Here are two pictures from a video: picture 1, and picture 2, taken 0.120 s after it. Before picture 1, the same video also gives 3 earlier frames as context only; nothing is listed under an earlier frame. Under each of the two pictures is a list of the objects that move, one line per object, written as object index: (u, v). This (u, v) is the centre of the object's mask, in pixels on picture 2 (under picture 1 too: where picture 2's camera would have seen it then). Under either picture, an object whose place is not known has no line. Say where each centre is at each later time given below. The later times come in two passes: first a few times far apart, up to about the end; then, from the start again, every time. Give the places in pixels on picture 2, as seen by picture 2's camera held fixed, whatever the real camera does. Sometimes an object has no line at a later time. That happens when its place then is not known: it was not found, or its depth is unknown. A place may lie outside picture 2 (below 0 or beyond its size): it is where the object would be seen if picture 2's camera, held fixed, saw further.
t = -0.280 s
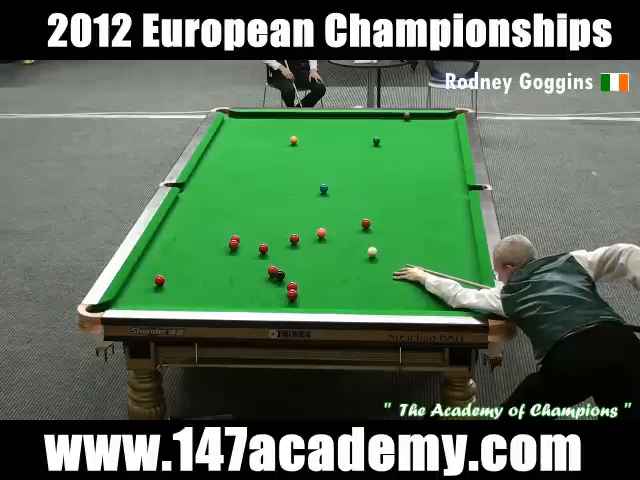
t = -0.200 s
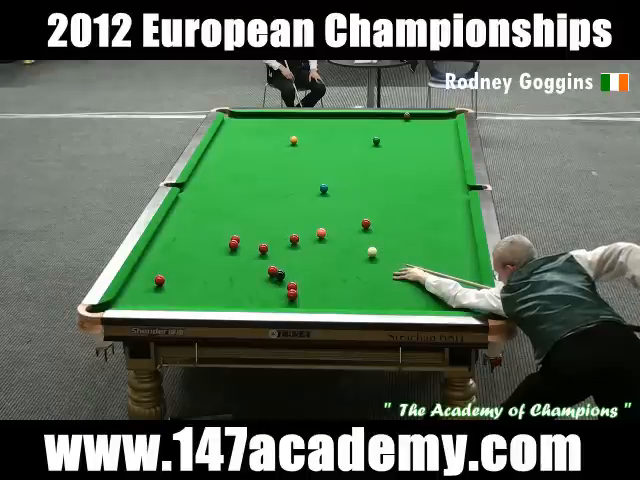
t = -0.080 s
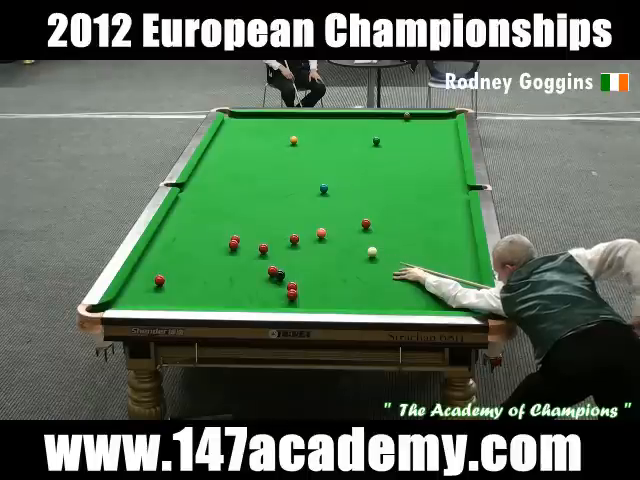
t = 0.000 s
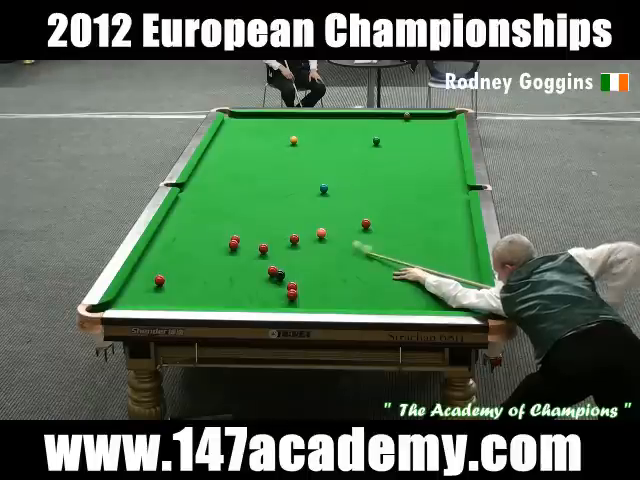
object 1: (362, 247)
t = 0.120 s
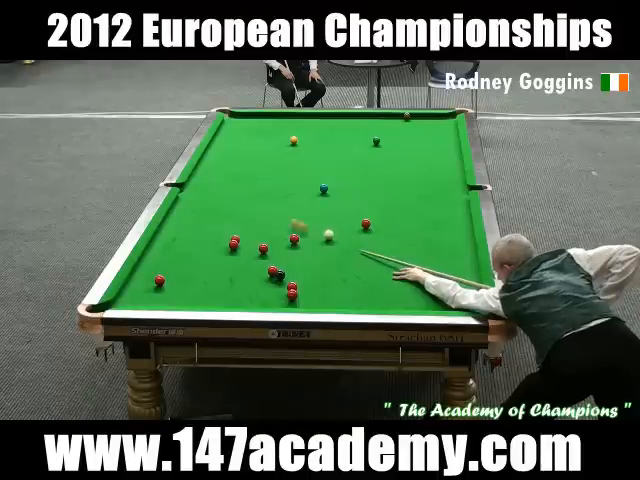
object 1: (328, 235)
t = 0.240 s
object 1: (332, 234)
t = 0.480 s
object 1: (350, 238)
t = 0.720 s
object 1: (368, 242)
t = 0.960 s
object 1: (386, 246)
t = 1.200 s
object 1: (403, 250)
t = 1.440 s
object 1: (420, 254)
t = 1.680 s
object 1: (436, 257)
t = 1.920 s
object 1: (452, 261)
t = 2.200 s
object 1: (470, 265)
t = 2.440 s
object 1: (467, 267)
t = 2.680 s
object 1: (459, 269)
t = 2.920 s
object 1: (451, 271)
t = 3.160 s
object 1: (444, 272)
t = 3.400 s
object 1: (438, 273)
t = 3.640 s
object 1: (433, 274)
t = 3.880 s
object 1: (429, 276)
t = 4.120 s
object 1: (425, 276)
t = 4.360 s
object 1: (423, 277)
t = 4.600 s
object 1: (421, 278)
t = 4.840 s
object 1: (421, 278)
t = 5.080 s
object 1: (421, 278)
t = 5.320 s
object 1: (421, 278)
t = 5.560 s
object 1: (421, 278)
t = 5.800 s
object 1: (421, 278)
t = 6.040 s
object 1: (421, 278)
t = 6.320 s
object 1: (421, 278)
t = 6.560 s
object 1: (421, 278)
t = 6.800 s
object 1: (421, 278)
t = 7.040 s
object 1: (421, 278)
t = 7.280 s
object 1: (421, 278)
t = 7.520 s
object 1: (421, 278)
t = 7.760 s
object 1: (421, 278)
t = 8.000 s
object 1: (421, 278)
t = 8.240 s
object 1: (421, 278)
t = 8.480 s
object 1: (421, 278)
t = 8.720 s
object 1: (421, 278)
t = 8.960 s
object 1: (421, 278)
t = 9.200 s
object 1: (421, 278)
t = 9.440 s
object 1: (421, 278)
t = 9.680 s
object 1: (421, 278)
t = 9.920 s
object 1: (421, 278)
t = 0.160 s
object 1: (329, 235)
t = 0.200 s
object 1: (331, 234)
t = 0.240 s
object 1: (332, 234)
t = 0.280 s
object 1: (335, 235)
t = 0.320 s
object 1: (337, 235)
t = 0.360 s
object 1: (340, 236)
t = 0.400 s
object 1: (343, 236)
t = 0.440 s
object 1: (346, 237)
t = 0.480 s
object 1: (350, 238)
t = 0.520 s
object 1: (353, 238)
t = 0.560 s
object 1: (356, 239)
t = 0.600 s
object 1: (359, 239)
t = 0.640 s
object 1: (362, 240)
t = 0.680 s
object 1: (365, 241)
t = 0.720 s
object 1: (368, 242)
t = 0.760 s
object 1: (371, 243)
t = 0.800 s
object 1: (374, 244)
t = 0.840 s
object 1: (377, 244)
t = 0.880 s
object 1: (380, 245)
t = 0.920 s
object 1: (383, 245)
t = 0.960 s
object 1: (386, 246)
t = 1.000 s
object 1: (389, 247)
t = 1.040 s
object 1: (392, 247)
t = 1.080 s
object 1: (394, 248)
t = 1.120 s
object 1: (397, 249)
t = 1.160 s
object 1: (400, 249)
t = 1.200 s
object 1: (403, 250)
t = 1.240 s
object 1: (406, 251)
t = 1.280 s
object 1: (409, 251)
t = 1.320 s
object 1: (411, 252)
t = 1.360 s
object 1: (414, 253)
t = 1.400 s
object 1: (417, 253)
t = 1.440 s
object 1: (420, 254)
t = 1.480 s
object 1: (423, 255)
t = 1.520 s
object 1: (425, 255)
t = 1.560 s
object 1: (428, 256)
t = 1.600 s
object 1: (431, 256)
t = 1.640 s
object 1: (433, 257)
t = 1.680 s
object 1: (436, 257)
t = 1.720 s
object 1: (439, 258)
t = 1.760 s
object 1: (442, 259)
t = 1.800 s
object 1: (444, 259)
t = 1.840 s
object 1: (447, 259)
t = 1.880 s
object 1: (450, 260)
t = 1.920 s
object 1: (452, 261)
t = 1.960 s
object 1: (455, 262)
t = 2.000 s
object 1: (458, 262)
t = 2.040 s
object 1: (460, 263)
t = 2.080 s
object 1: (463, 263)
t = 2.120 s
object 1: (465, 264)
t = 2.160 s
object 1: (468, 264)
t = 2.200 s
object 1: (470, 265)
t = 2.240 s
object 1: (473, 265)
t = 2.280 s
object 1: (473, 266)
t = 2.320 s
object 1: (472, 266)
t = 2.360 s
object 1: (470, 266)
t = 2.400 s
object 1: (469, 267)
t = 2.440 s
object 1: (467, 267)
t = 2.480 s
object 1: (466, 267)
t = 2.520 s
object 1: (464, 268)
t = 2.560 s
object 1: (463, 268)
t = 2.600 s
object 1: (461, 268)
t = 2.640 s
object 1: (460, 269)
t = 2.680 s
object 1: (459, 269)
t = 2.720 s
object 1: (457, 269)
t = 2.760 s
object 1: (456, 269)
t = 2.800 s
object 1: (455, 270)
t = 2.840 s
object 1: (454, 270)
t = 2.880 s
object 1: (452, 270)
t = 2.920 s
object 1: (451, 271)
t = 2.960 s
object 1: (450, 271)
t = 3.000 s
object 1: (449, 271)
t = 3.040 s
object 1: (448, 271)
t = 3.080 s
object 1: (446, 272)
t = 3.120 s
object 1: (445, 272)
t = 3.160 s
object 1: (444, 272)
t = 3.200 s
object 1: (443, 272)
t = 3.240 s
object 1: (442, 272)
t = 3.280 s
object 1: (441, 273)
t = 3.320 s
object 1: (440, 273)
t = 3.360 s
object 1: (439, 273)
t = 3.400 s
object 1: (438, 273)
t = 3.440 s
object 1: (437, 274)
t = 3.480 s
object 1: (436, 274)
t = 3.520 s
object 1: (435, 274)
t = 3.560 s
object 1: (434, 274)
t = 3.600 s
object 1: (434, 274)
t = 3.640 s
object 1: (433, 274)
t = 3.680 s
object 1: (432, 275)
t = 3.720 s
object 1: (431, 275)
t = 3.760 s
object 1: (431, 275)
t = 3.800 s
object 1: (430, 275)
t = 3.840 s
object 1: (429, 276)
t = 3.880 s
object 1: (429, 276)
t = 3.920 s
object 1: (428, 276)
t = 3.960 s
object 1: (427, 276)
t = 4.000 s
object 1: (427, 276)
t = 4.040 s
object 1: (426, 276)
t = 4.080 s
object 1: (426, 276)
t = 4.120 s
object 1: (425, 276)
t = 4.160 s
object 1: (425, 276)
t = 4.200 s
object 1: (424, 277)
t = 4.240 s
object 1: (424, 277)
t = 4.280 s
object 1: (423, 277)
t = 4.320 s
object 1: (423, 277)
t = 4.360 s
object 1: (423, 277)
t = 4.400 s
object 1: (423, 277)
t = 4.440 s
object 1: (422, 277)
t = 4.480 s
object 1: (422, 277)
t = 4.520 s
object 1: (422, 277)
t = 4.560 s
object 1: (422, 277)
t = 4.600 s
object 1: (421, 278)
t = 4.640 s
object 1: (421, 278)
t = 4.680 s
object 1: (421, 278)
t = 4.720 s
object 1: (421, 278)
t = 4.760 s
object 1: (421, 278)
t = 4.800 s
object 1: (421, 278)
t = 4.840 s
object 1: (421, 278)
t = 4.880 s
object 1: (421, 278)
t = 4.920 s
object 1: (421, 278)
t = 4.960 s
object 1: (421, 278)
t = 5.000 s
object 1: (421, 278)
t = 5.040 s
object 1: (421, 278)
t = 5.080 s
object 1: (421, 278)
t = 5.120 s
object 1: (421, 278)
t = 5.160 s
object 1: (421, 278)
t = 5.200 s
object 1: (421, 278)
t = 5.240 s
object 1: (421, 278)
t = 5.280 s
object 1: (421, 278)
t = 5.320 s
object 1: (421, 278)
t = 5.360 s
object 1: (421, 278)
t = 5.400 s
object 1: (421, 278)
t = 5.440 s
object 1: (421, 278)
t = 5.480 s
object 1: (421, 278)
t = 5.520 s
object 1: (421, 278)
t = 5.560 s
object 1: (421, 278)
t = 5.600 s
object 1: (421, 278)
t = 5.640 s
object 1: (421, 278)
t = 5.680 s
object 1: (421, 278)
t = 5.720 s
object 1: (421, 278)
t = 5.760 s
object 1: (421, 278)
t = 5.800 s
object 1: (421, 278)
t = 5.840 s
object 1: (421, 278)
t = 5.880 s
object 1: (421, 278)
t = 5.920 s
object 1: (421, 278)
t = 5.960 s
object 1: (421, 278)
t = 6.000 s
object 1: (421, 278)
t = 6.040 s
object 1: (421, 278)
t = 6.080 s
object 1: (421, 278)
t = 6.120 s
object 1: (421, 278)
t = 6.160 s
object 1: (421, 278)
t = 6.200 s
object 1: (421, 278)
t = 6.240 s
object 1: (421, 278)
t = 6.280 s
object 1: (421, 278)
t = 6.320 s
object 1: (421, 278)
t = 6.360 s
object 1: (421, 278)
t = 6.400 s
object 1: (421, 278)
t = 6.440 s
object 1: (421, 278)
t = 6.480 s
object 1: (421, 278)
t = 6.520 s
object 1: (421, 278)
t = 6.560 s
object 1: (421, 278)
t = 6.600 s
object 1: (421, 278)
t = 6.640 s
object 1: (421, 278)
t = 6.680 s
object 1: (421, 278)
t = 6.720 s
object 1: (421, 278)
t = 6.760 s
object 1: (421, 278)
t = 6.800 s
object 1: (421, 278)
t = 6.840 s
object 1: (421, 278)
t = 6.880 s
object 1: (421, 278)
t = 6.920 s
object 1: (421, 278)
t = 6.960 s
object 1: (421, 278)
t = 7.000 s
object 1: (421, 278)
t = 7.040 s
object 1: (421, 278)
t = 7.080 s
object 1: (421, 278)
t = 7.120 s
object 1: (421, 278)
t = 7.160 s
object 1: (421, 278)
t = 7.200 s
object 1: (421, 278)
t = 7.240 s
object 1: (421, 278)
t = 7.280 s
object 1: (421, 278)
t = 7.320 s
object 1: (421, 278)
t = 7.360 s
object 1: (421, 278)
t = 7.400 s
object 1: (421, 278)
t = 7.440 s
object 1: (421, 278)
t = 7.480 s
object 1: (421, 278)
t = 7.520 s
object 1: (421, 278)
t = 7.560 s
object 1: (421, 278)
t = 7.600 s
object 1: (421, 278)
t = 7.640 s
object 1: (421, 278)
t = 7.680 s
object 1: (421, 278)
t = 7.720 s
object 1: (421, 278)
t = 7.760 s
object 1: (421, 278)
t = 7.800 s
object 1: (421, 278)
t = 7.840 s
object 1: (421, 278)
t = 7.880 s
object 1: (421, 278)
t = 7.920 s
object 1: (421, 278)
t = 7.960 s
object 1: (421, 278)
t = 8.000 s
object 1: (421, 278)
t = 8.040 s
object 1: (421, 278)
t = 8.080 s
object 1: (421, 278)
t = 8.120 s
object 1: (421, 278)
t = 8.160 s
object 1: (421, 278)
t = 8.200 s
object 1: (421, 278)
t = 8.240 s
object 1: (421, 278)
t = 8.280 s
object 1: (421, 278)
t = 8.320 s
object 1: (421, 278)
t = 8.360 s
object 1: (421, 278)
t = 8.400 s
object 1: (421, 278)
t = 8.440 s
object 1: (421, 278)
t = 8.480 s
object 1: (421, 278)
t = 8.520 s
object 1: (421, 278)
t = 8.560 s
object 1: (421, 278)
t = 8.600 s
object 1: (421, 278)
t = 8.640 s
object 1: (421, 278)
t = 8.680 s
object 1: (421, 278)
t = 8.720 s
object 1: (421, 278)
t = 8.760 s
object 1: (421, 278)
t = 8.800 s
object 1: (421, 278)
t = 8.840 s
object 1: (421, 278)
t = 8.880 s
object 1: (421, 278)
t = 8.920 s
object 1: (421, 278)
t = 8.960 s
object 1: (421, 278)
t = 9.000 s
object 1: (421, 278)
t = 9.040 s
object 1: (421, 278)
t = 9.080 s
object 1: (421, 278)
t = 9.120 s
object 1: (421, 278)
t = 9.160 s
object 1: (421, 278)
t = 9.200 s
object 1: (421, 278)
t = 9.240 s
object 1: (421, 278)
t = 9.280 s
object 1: (421, 278)
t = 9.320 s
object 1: (421, 278)
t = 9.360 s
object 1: (421, 278)
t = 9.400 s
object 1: (421, 278)
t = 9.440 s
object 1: (421, 278)
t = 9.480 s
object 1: (421, 278)
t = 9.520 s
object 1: (421, 278)
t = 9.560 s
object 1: (421, 278)
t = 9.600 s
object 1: (421, 278)
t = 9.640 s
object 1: (421, 278)
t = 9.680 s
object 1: (421, 278)
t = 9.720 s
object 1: (421, 278)
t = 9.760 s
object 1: (421, 278)
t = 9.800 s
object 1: (421, 278)
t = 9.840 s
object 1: (421, 278)
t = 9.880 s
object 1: (421, 278)
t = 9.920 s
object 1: (421, 278)
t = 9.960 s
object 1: (421, 278)
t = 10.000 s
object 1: (421, 278)
